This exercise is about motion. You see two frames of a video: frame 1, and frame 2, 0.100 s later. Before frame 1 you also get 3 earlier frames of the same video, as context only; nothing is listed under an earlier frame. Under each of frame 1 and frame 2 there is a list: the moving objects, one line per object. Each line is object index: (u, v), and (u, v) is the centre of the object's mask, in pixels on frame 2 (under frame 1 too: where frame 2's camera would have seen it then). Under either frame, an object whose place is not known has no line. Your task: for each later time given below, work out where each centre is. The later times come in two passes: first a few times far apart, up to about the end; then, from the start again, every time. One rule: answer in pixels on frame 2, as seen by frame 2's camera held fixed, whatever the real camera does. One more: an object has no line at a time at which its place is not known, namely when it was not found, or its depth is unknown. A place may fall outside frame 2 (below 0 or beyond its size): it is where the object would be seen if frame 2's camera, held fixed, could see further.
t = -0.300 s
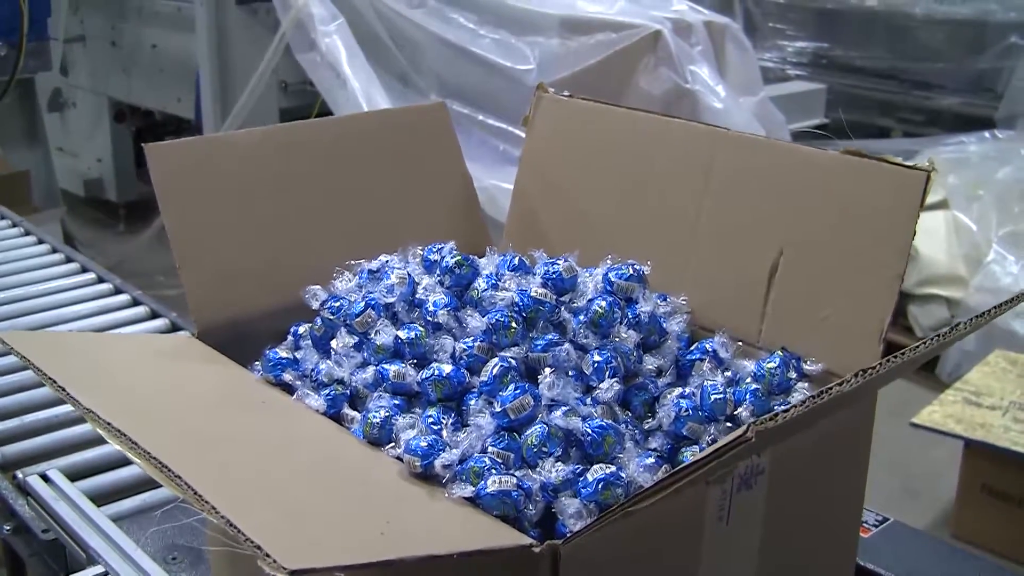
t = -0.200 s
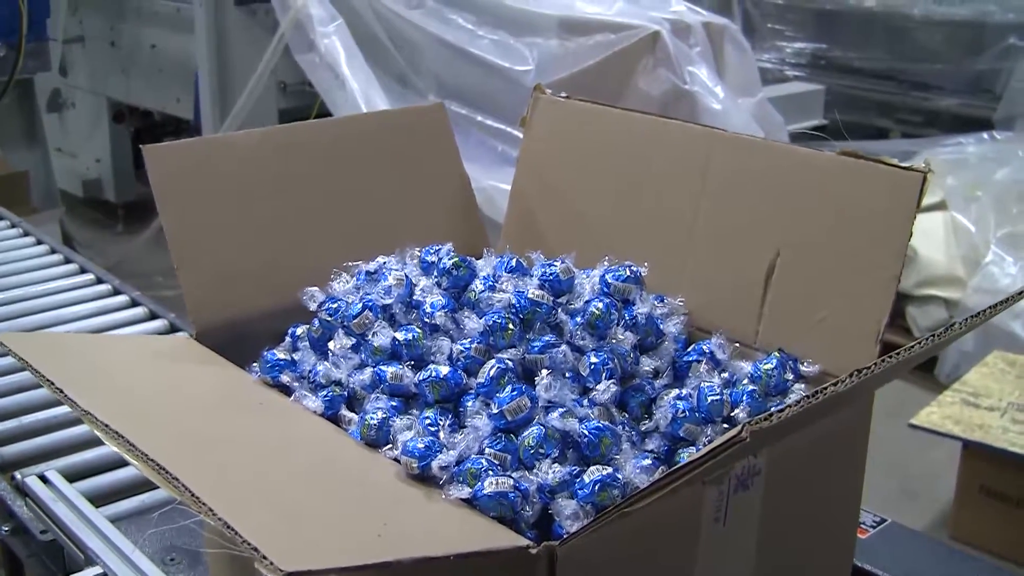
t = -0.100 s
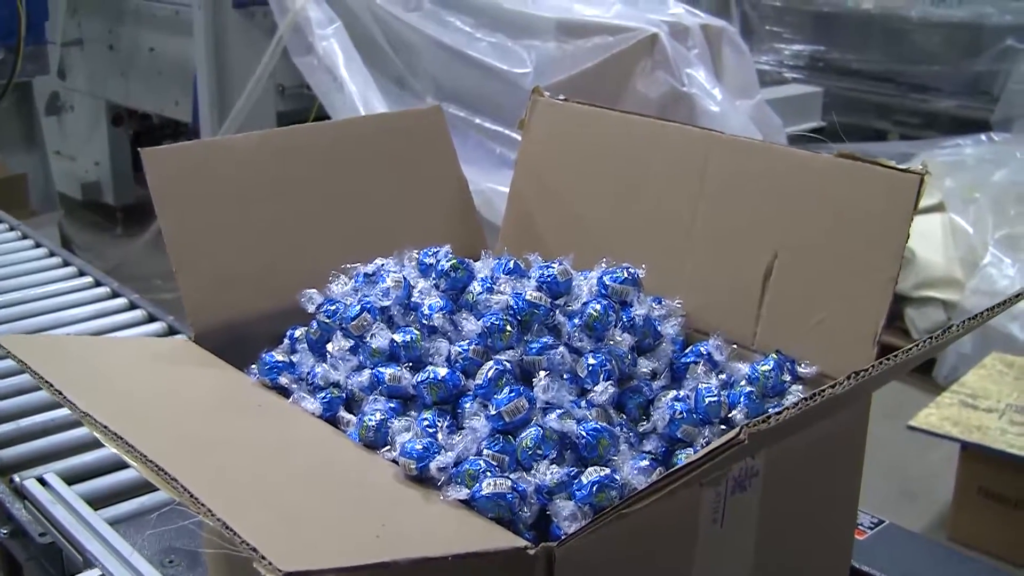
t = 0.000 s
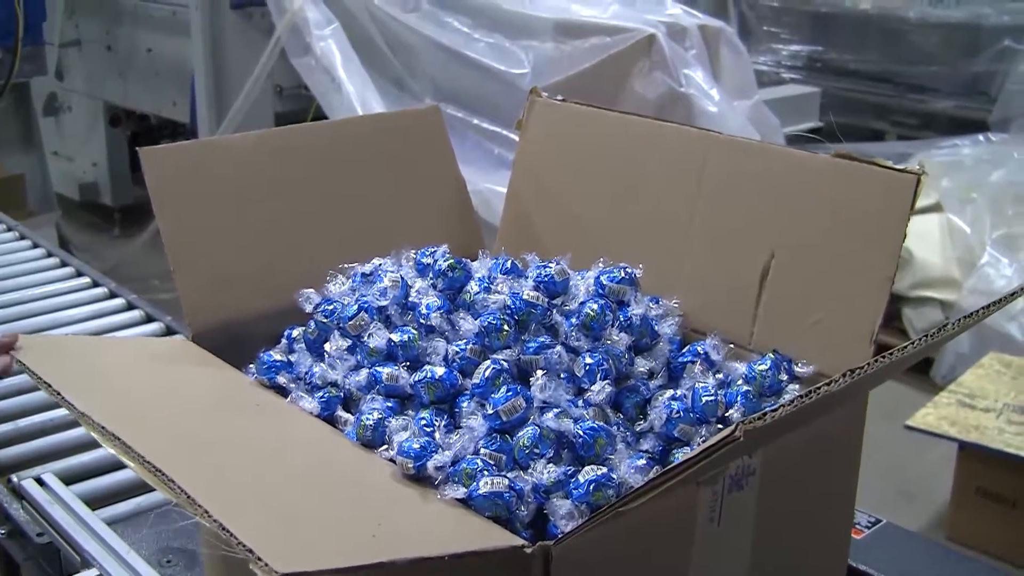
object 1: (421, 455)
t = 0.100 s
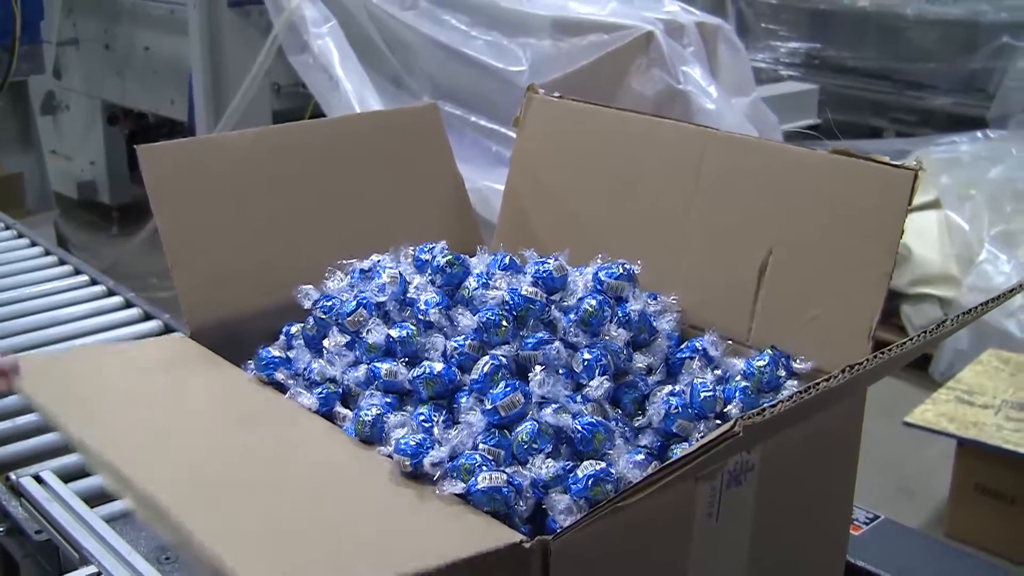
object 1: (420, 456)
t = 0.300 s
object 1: (390, 477)
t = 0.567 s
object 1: (297, 507)
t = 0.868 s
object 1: (353, 453)
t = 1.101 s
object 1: (405, 450)
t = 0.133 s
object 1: (418, 457)
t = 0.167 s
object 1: (412, 457)
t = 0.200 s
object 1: (407, 457)
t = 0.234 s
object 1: (402, 463)
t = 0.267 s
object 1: (395, 465)
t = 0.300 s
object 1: (390, 477)
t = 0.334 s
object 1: (380, 486)
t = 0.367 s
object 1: (367, 495)
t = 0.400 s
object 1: (354, 502)
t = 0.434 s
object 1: (338, 507)
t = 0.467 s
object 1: (323, 514)
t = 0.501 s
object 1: (311, 515)
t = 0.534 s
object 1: (303, 512)
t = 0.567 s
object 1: (297, 507)
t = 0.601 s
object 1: (295, 498)
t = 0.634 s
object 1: (296, 486)
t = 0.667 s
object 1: (302, 481)
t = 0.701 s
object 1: (303, 474)
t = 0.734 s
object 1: (309, 466)
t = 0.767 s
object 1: (318, 461)
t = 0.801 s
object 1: (329, 457)
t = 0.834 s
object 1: (343, 458)
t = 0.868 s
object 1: (353, 453)
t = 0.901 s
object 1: (365, 449)
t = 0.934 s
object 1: (379, 444)
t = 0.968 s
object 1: (395, 446)
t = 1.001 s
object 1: (406, 447)
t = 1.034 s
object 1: (410, 446)
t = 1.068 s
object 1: (409, 447)
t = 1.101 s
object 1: (405, 450)
